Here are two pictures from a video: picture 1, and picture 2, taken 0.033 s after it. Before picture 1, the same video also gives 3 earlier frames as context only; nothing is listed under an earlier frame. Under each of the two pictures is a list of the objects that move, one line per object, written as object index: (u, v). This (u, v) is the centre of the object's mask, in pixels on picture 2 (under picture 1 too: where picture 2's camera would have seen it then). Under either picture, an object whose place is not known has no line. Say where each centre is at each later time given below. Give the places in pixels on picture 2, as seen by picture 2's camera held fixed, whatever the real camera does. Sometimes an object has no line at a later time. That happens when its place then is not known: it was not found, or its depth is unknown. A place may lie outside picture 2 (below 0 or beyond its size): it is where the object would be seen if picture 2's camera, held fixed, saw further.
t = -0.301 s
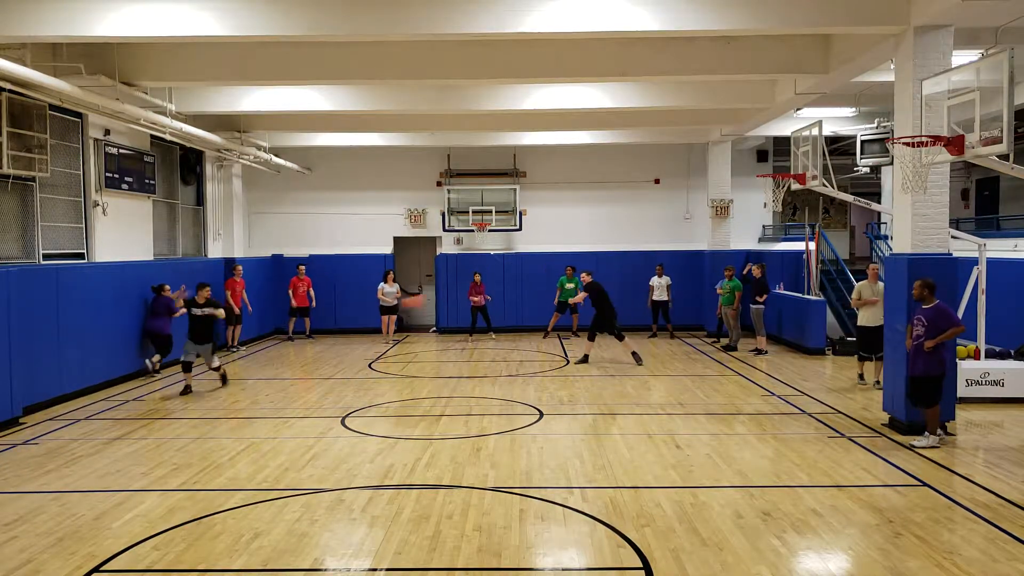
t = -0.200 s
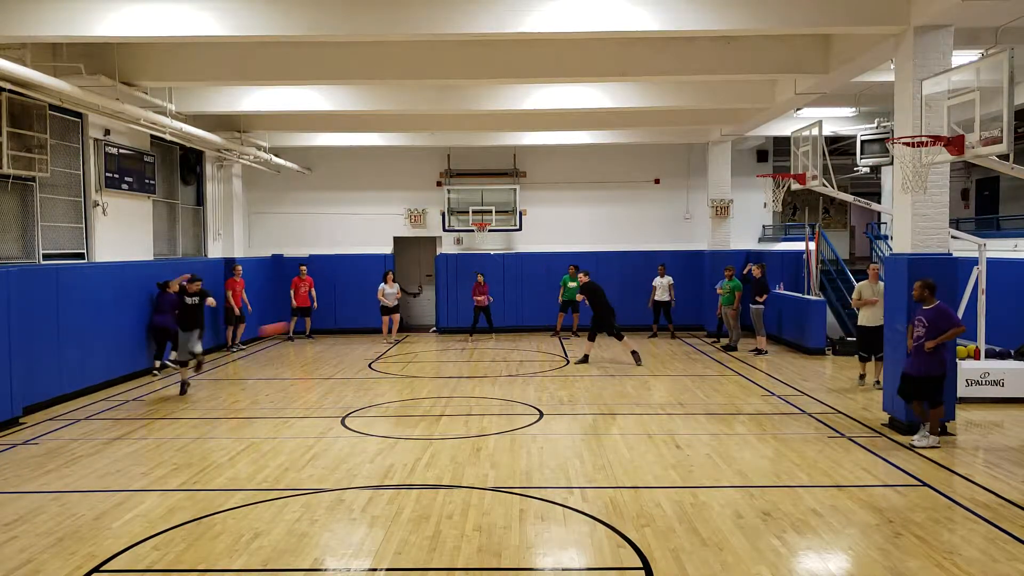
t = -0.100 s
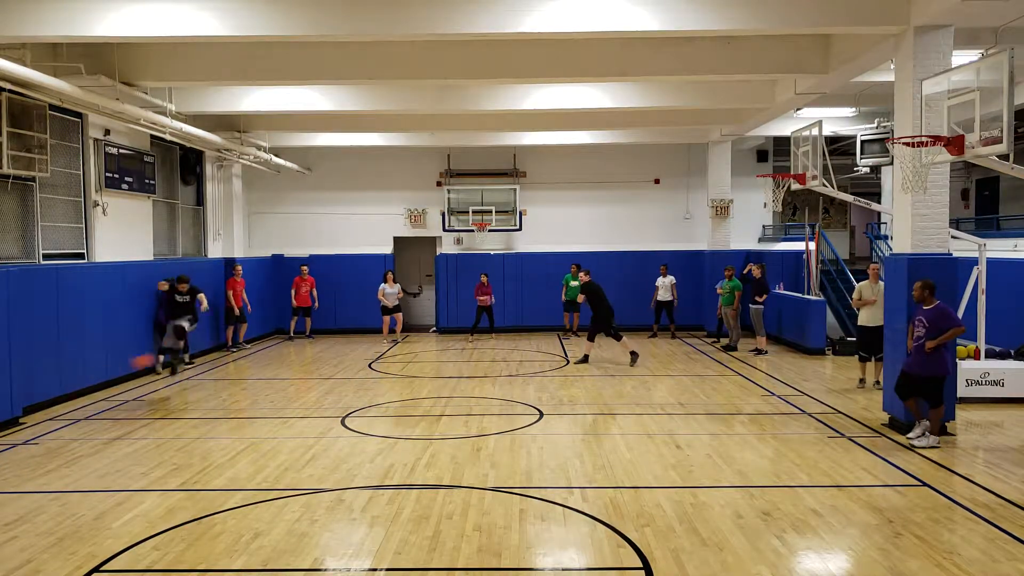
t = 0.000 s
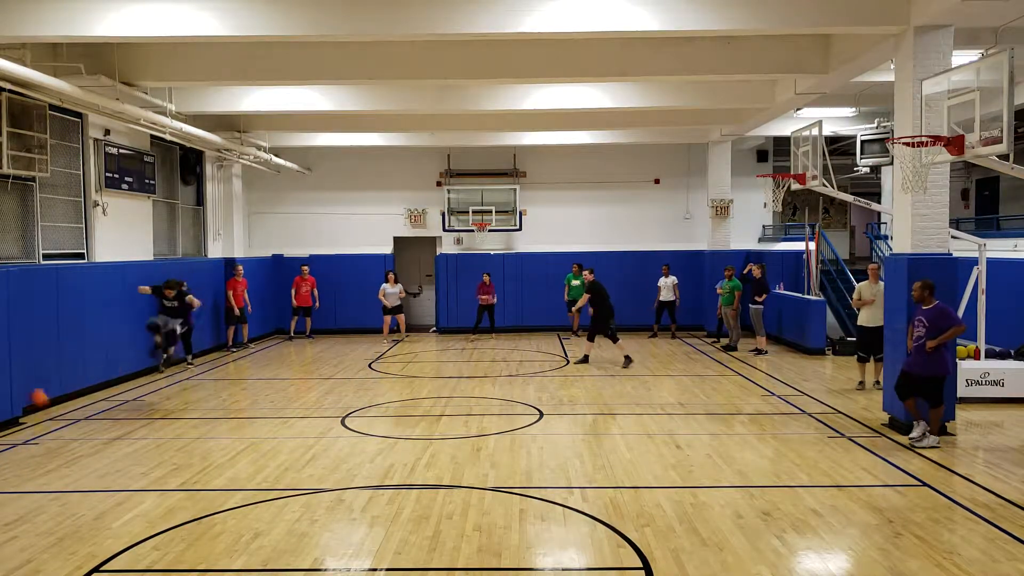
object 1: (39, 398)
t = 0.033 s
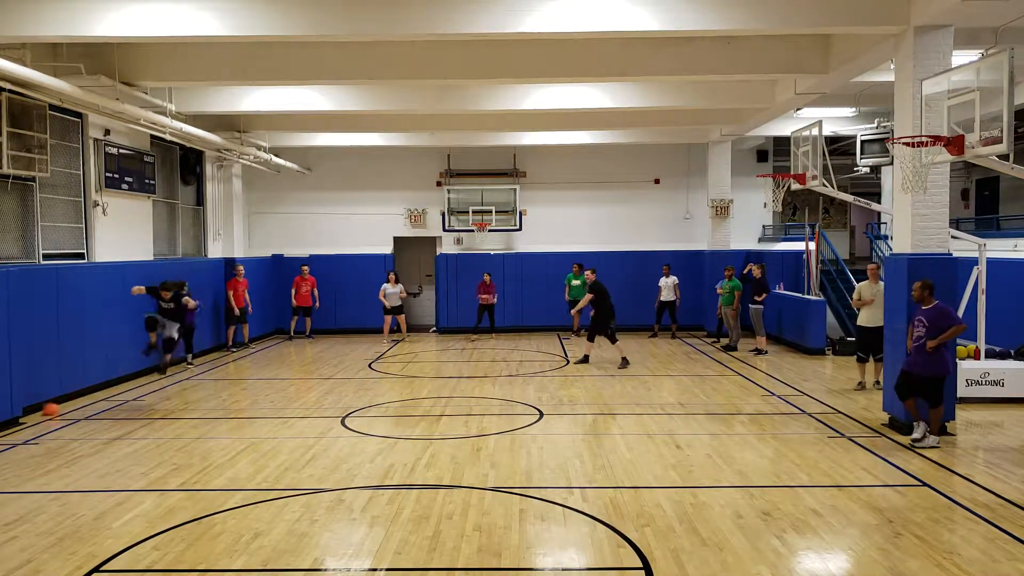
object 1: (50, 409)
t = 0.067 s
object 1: (61, 402)
